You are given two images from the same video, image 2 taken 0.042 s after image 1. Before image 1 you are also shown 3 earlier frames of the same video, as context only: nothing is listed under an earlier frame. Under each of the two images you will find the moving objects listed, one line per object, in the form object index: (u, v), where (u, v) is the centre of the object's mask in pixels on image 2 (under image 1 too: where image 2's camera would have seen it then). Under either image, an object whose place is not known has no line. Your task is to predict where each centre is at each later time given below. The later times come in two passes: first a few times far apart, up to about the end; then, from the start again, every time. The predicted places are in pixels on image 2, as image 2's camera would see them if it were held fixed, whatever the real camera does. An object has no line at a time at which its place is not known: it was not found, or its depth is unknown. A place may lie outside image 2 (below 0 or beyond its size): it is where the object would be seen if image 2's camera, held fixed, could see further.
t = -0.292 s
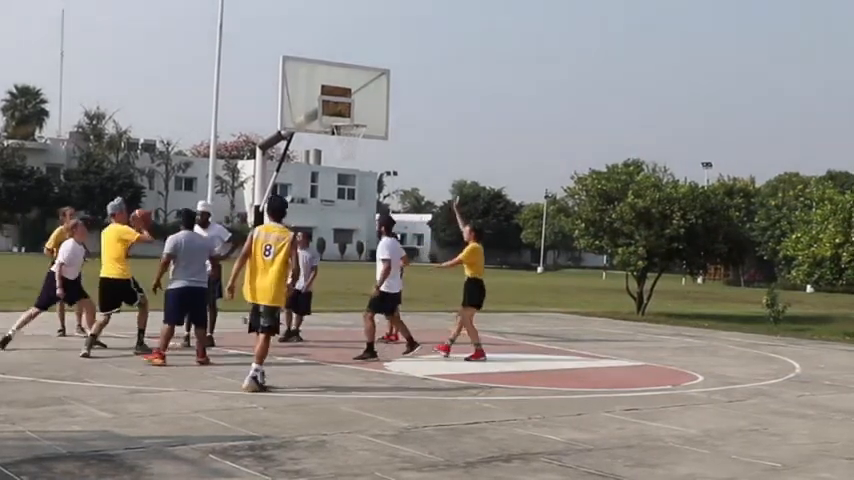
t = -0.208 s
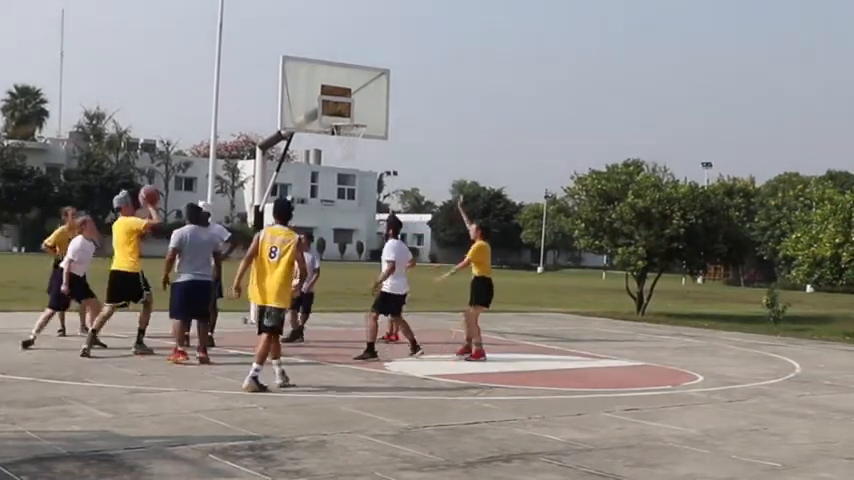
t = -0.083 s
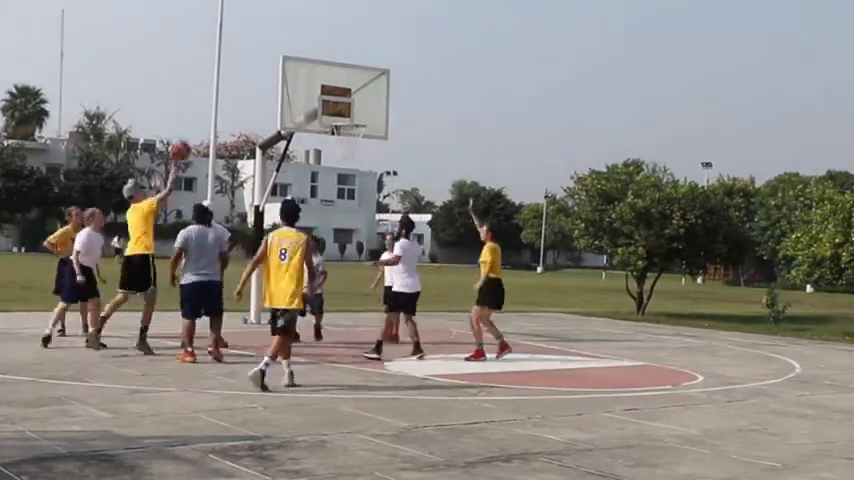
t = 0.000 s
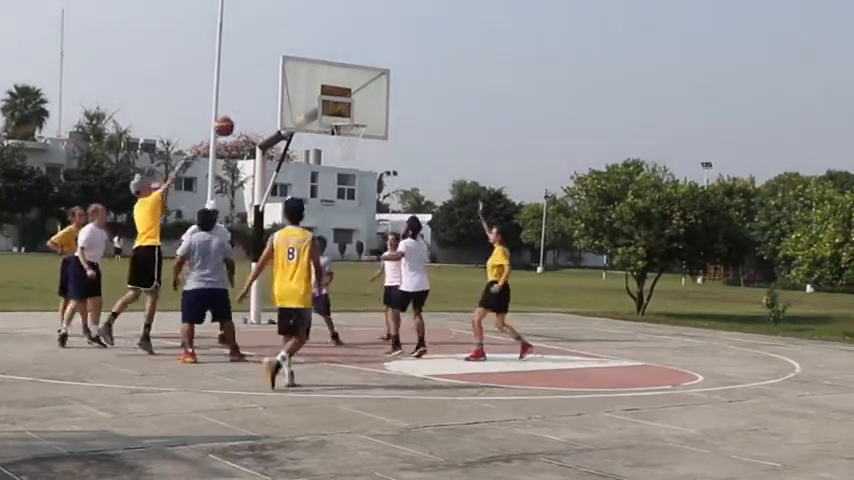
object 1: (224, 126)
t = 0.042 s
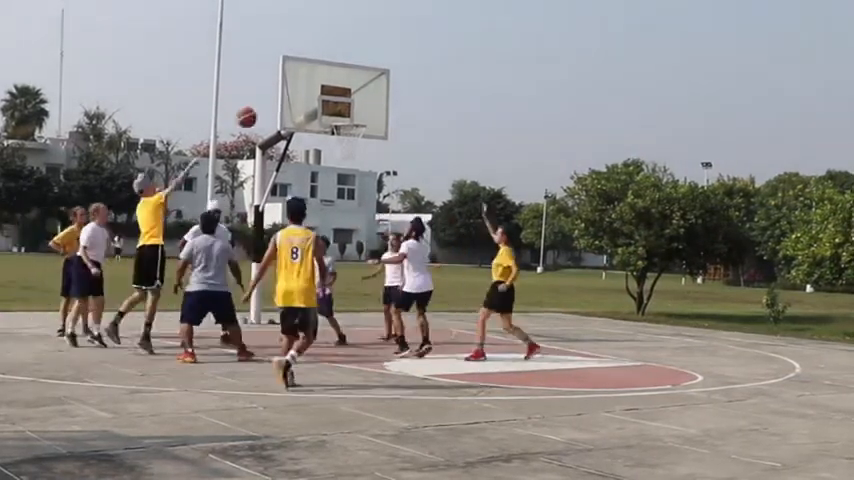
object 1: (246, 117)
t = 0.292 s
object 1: (379, 97)
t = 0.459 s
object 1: (463, 115)
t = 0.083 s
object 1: (268, 110)
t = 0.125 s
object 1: (292, 104)
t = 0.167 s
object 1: (312, 100)
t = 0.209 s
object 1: (334, 96)
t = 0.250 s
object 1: (357, 96)
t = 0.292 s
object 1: (379, 97)
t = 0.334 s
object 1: (400, 99)
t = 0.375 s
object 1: (422, 103)
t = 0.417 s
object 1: (442, 108)
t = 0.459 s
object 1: (463, 115)
